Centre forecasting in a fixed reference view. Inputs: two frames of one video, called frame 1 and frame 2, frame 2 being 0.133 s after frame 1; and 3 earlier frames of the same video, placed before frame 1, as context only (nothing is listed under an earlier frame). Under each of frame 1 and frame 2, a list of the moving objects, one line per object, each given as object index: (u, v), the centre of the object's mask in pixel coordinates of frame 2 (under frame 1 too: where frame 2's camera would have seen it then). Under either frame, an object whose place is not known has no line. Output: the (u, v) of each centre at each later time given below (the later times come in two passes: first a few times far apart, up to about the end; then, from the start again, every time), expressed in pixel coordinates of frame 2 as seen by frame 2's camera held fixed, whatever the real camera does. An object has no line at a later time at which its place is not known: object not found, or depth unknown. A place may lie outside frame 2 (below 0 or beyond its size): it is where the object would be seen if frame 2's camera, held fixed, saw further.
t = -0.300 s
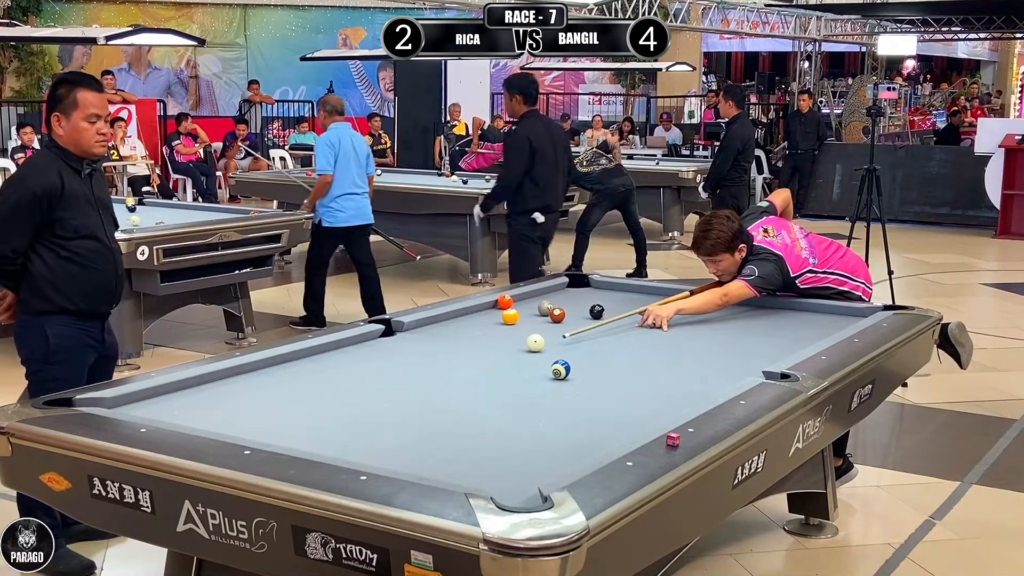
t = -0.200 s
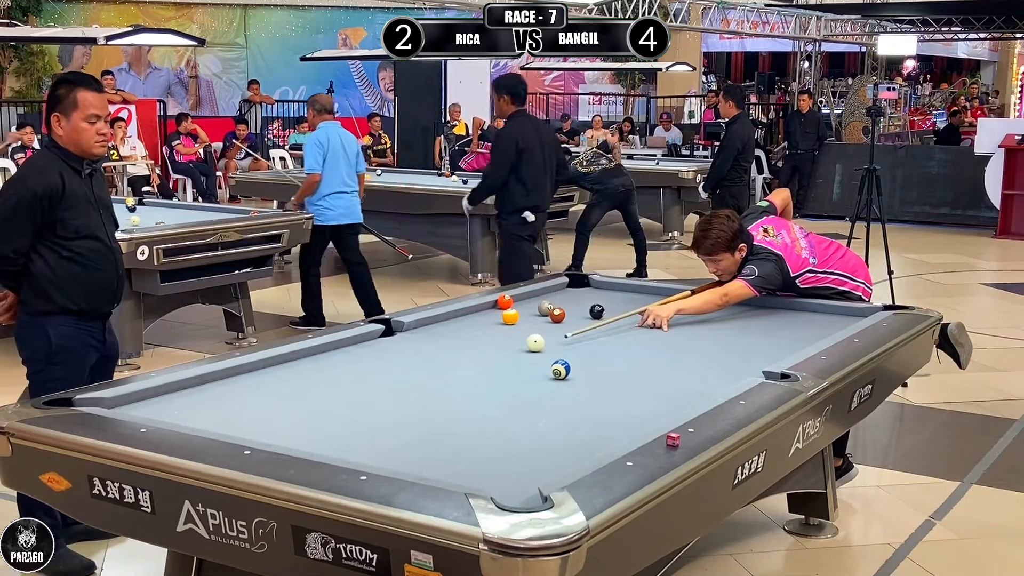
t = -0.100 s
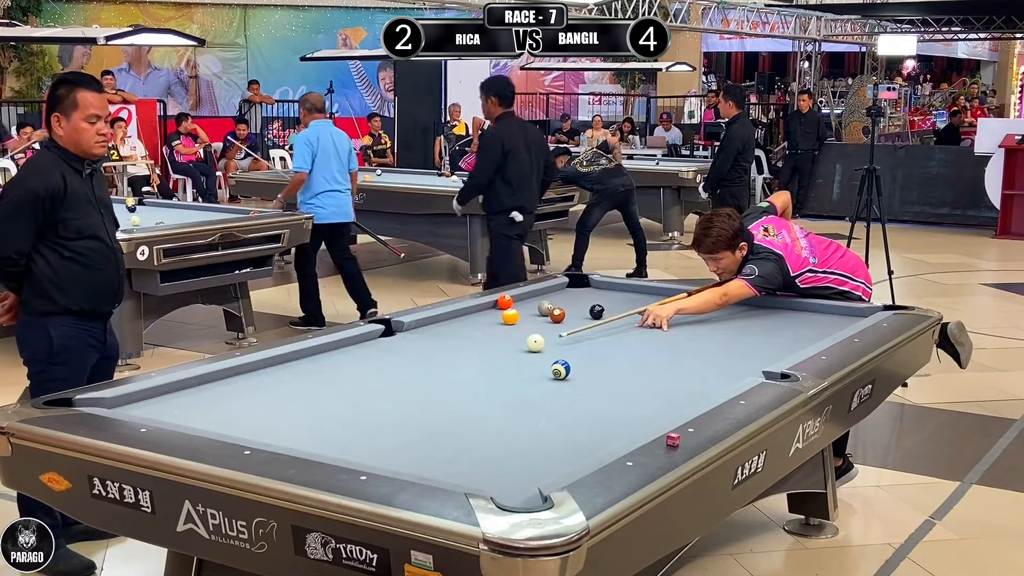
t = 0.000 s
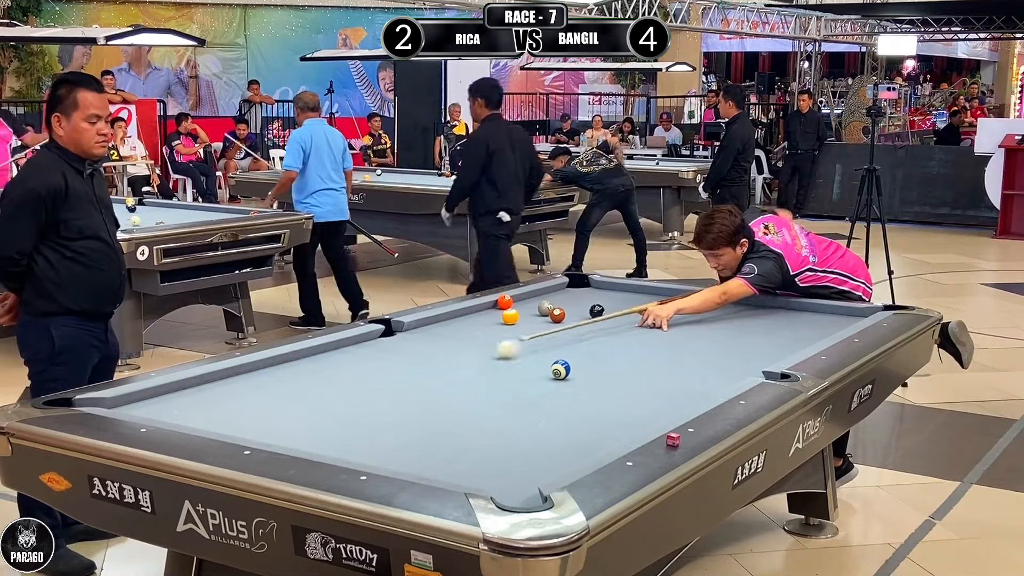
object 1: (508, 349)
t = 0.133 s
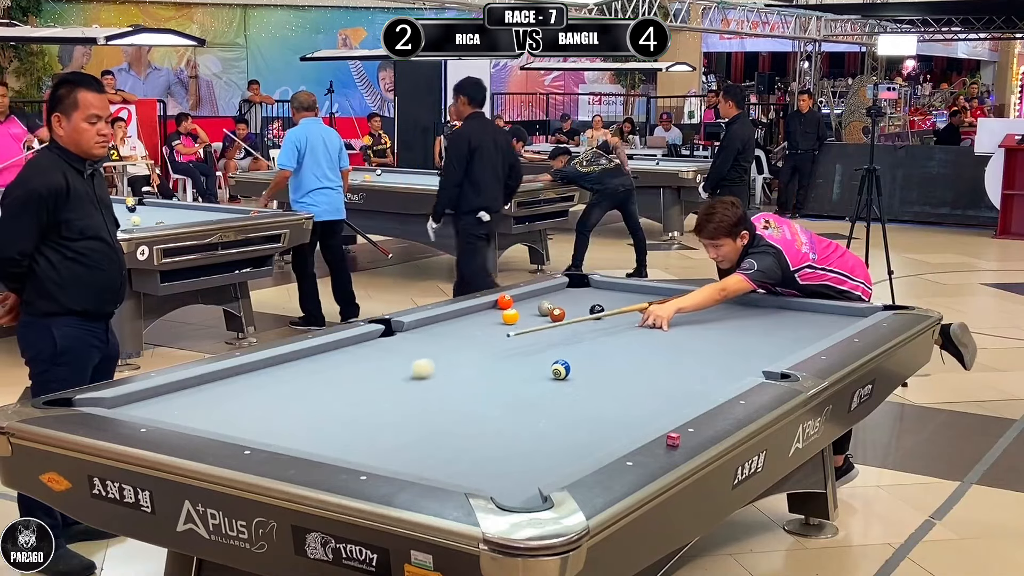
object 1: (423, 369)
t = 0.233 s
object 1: (353, 385)
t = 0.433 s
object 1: (188, 418)
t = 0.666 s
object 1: (264, 391)
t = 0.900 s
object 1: (324, 367)
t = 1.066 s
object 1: (360, 353)
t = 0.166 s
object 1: (401, 374)
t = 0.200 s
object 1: (378, 379)
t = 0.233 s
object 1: (353, 385)
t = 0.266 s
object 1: (328, 390)
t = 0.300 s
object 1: (302, 396)
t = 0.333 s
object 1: (275, 402)
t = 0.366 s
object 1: (246, 409)
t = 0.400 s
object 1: (217, 415)
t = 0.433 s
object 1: (188, 418)
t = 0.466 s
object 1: (185, 417)
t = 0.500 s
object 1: (201, 415)
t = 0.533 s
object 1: (216, 410)
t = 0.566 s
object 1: (230, 404)
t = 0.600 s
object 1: (243, 400)
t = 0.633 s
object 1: (254, 395)
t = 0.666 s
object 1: (264, 391)
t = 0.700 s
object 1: (273, 387)
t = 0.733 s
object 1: (282, 384)
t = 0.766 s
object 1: (291, 380)
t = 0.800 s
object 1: (300, 377)
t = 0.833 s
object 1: (308, 374)
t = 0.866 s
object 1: (316, 370)
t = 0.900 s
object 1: (324, 367)
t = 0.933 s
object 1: (332, 364)
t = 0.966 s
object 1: (339, 361)
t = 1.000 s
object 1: (346, 358)
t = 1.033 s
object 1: (353, 355)
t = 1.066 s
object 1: (360, 353)
